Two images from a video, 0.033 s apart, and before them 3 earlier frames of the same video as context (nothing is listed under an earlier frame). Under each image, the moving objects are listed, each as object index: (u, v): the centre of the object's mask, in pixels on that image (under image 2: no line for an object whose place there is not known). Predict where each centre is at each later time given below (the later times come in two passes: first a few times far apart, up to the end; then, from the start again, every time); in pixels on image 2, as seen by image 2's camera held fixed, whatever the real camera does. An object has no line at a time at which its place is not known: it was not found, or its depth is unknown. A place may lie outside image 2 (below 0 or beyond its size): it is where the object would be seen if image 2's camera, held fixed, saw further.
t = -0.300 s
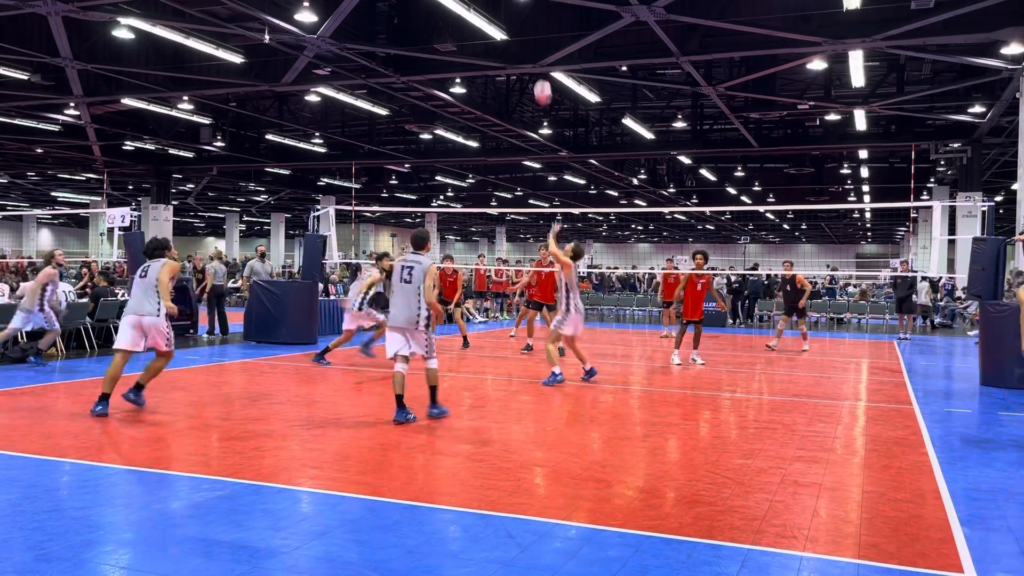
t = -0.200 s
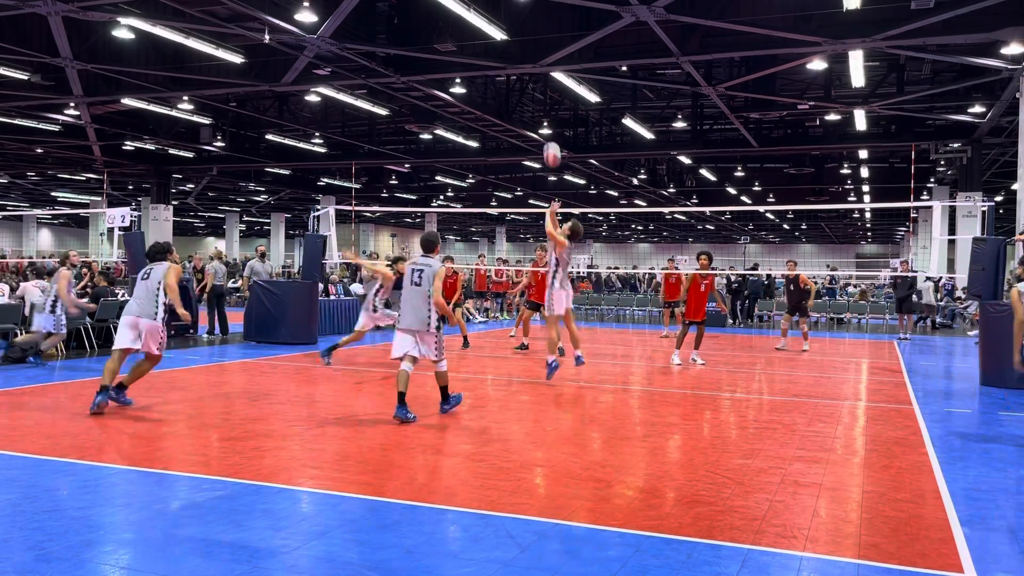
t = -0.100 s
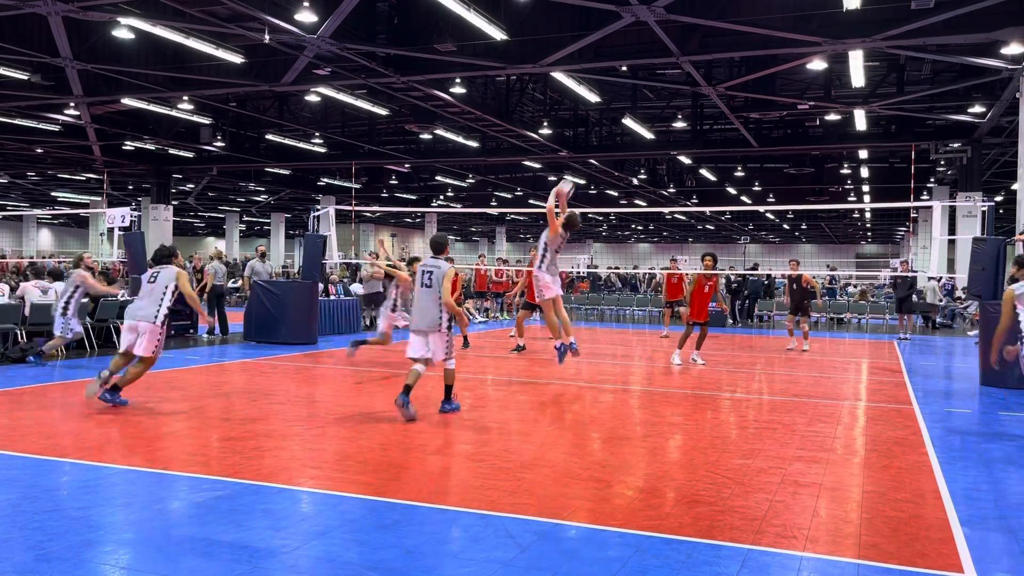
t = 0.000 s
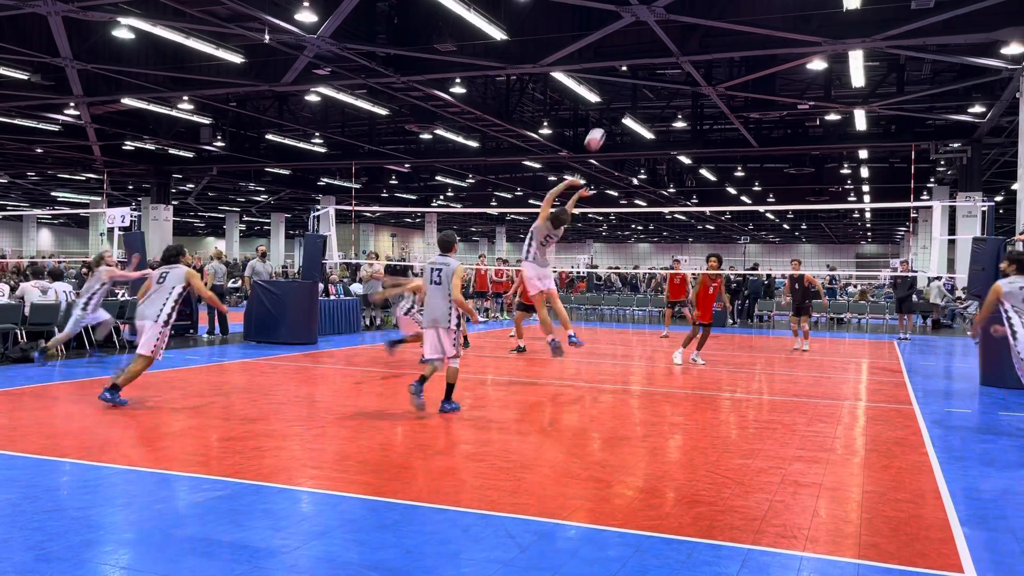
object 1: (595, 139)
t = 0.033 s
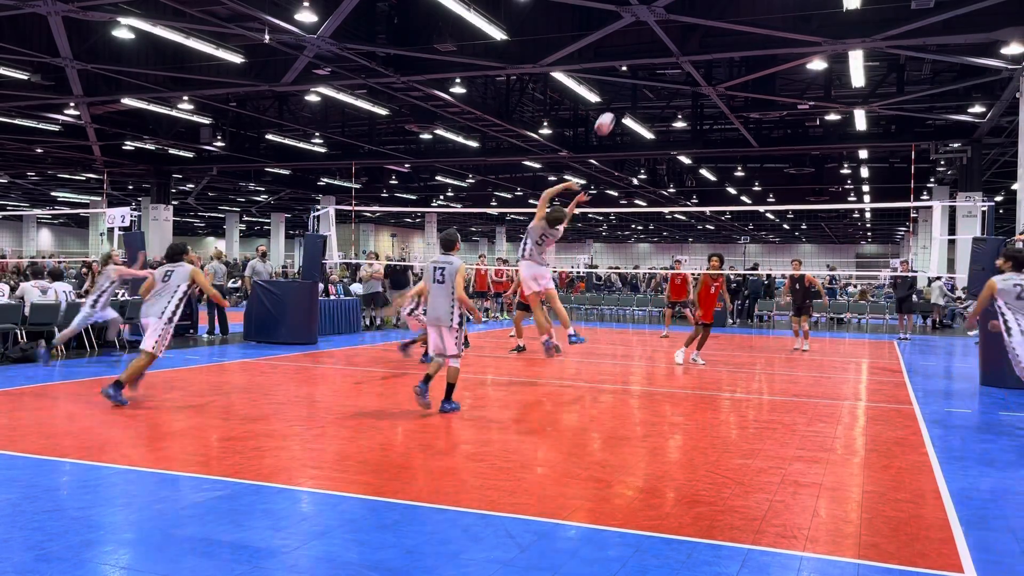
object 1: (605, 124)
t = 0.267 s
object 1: (671, 41)
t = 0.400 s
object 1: (707, 15)
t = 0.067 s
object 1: (615, 109)
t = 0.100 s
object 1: (624, 95)
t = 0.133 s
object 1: (634, 83)
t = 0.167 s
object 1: (643, 71)
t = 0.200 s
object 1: (652, 60)
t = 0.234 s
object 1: (662, 50)
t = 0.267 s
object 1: (671, 41)
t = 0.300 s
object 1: (680, 33)
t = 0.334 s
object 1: (689, 27)
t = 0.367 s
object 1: (698, 21)
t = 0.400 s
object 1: (707, 15)
